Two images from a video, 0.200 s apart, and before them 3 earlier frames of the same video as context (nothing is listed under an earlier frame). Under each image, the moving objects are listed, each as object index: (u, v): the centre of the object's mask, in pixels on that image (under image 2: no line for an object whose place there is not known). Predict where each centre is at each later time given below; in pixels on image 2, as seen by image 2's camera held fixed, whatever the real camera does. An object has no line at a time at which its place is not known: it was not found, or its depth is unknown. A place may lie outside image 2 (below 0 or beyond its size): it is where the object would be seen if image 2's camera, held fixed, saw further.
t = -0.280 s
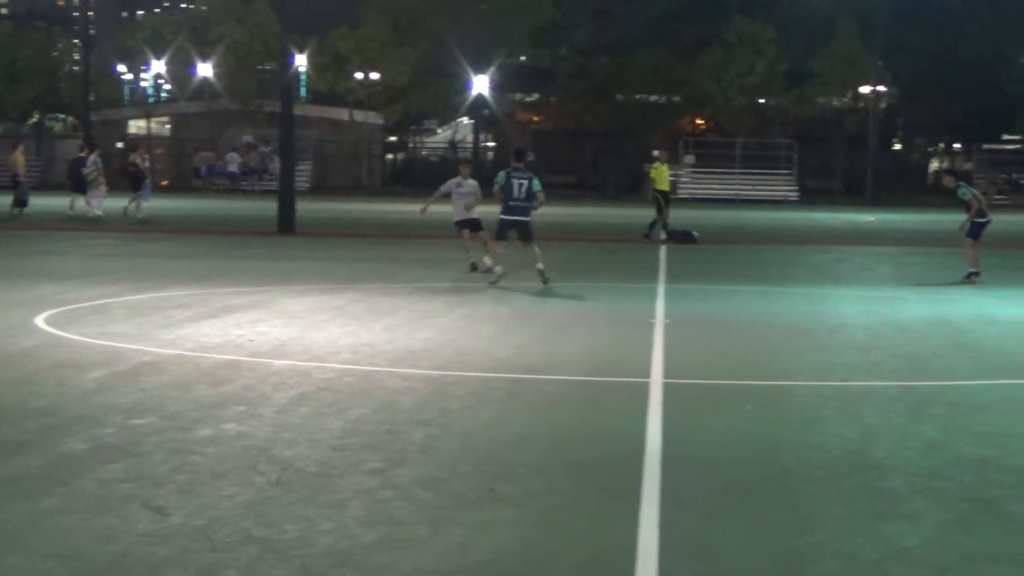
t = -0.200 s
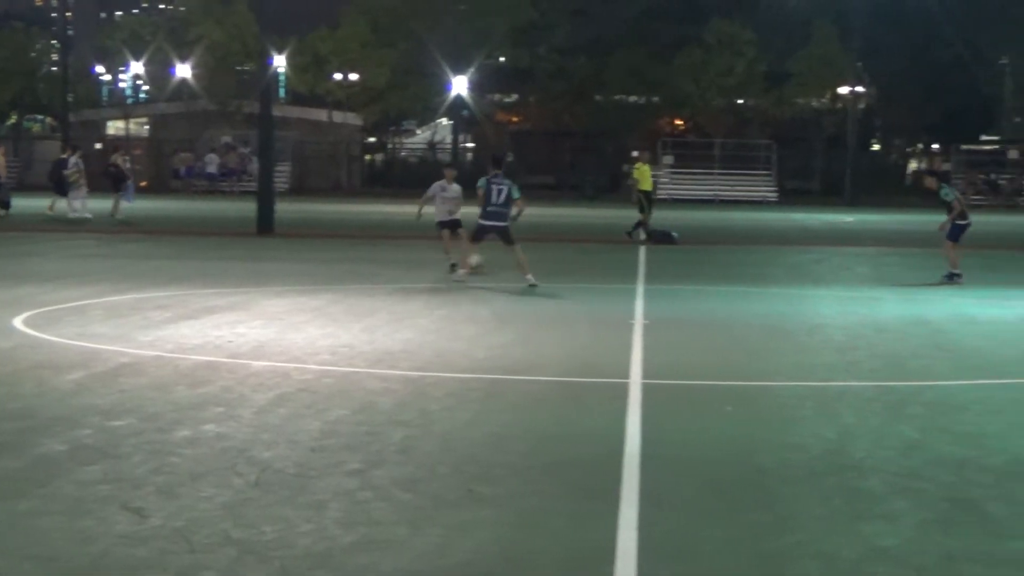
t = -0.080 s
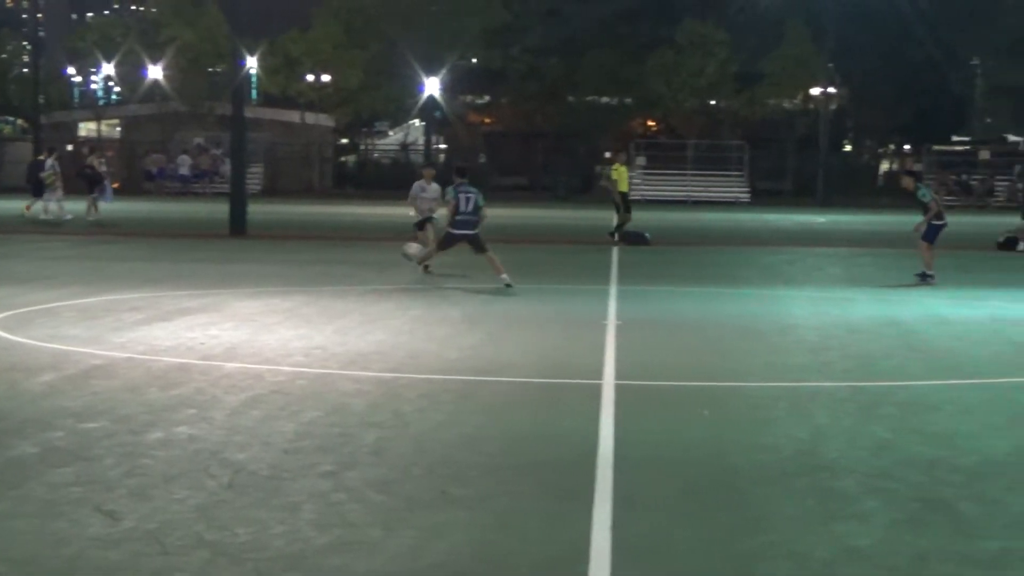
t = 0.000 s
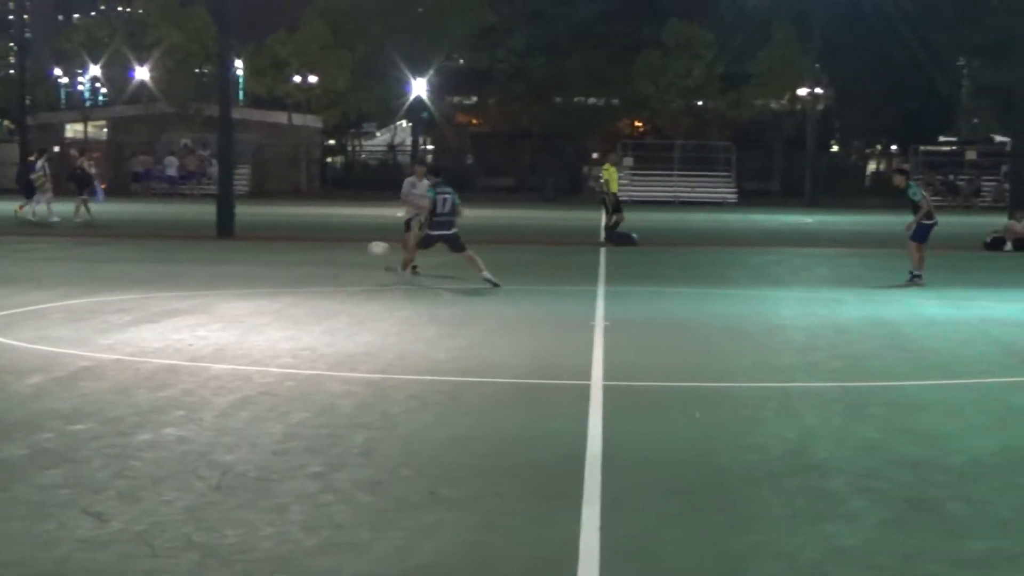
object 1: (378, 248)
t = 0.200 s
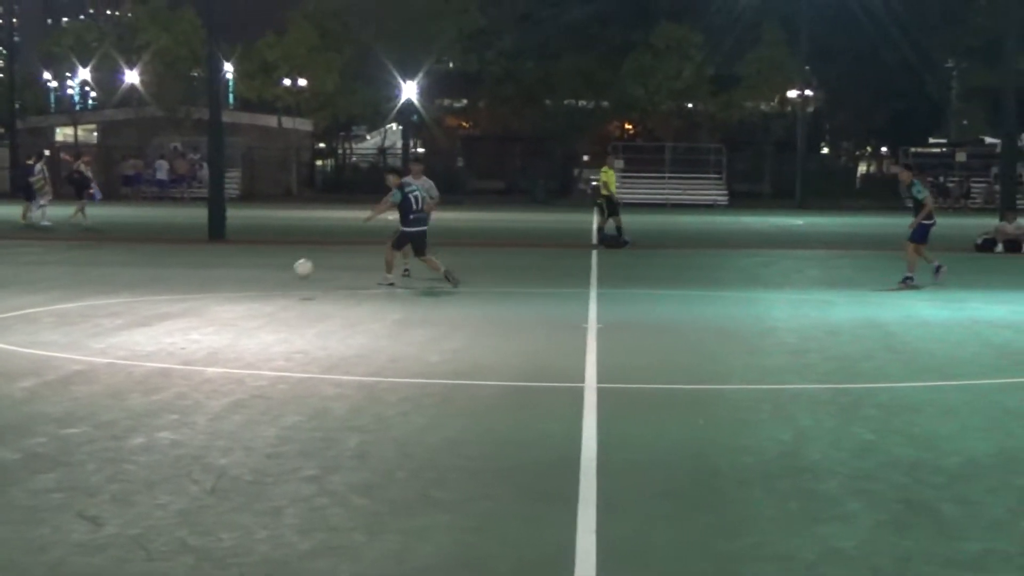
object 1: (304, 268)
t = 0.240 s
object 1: (291, 274)
